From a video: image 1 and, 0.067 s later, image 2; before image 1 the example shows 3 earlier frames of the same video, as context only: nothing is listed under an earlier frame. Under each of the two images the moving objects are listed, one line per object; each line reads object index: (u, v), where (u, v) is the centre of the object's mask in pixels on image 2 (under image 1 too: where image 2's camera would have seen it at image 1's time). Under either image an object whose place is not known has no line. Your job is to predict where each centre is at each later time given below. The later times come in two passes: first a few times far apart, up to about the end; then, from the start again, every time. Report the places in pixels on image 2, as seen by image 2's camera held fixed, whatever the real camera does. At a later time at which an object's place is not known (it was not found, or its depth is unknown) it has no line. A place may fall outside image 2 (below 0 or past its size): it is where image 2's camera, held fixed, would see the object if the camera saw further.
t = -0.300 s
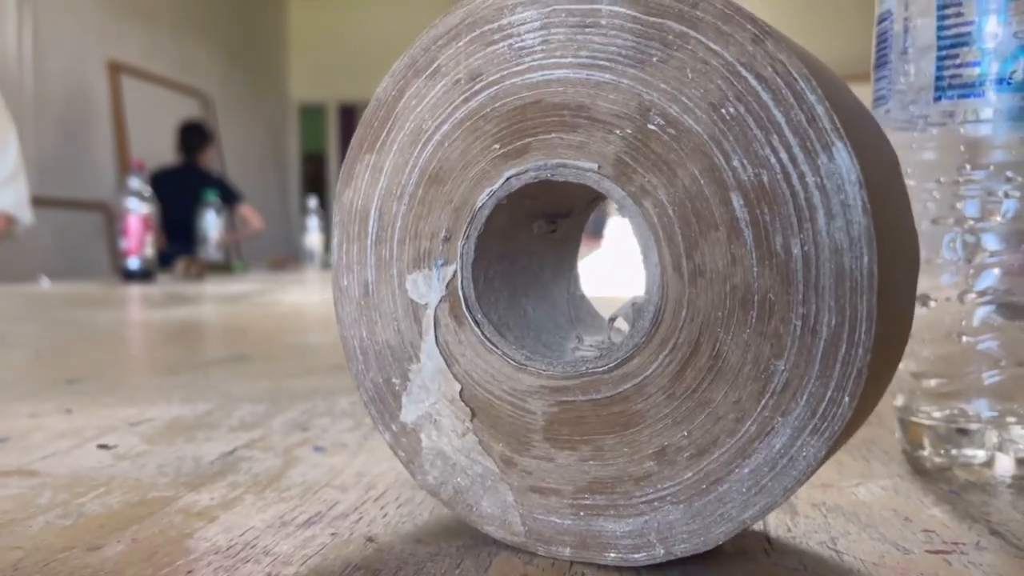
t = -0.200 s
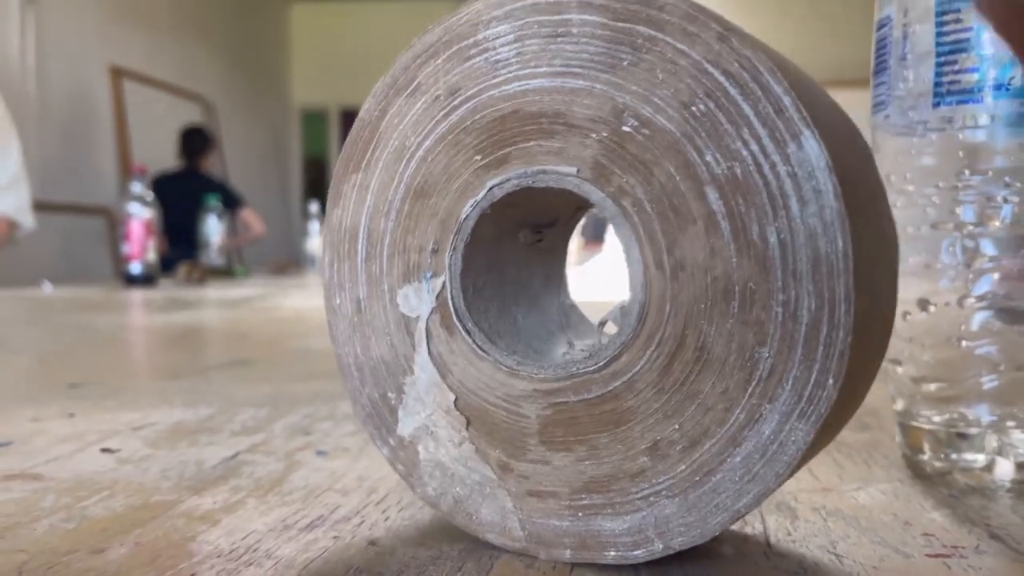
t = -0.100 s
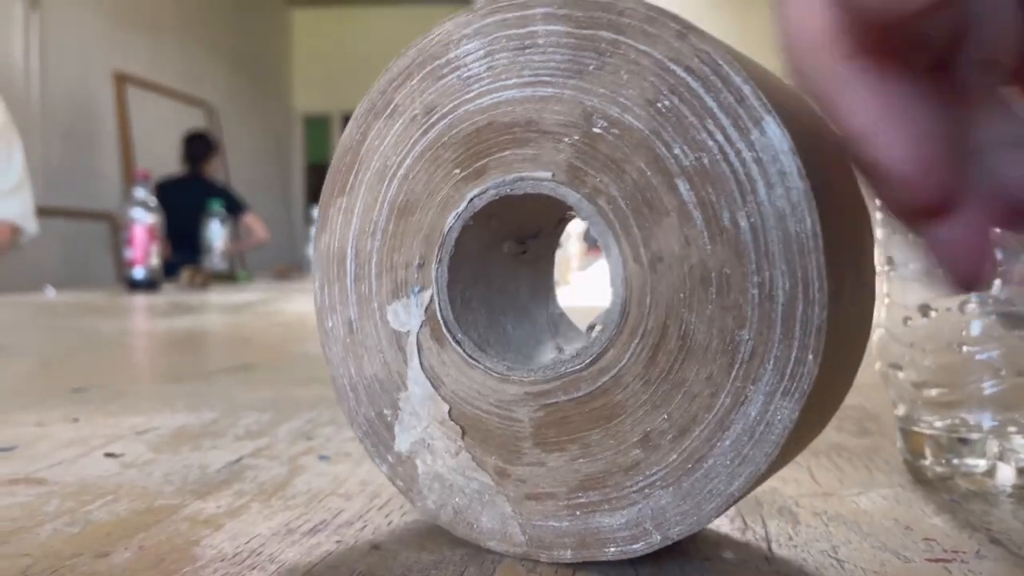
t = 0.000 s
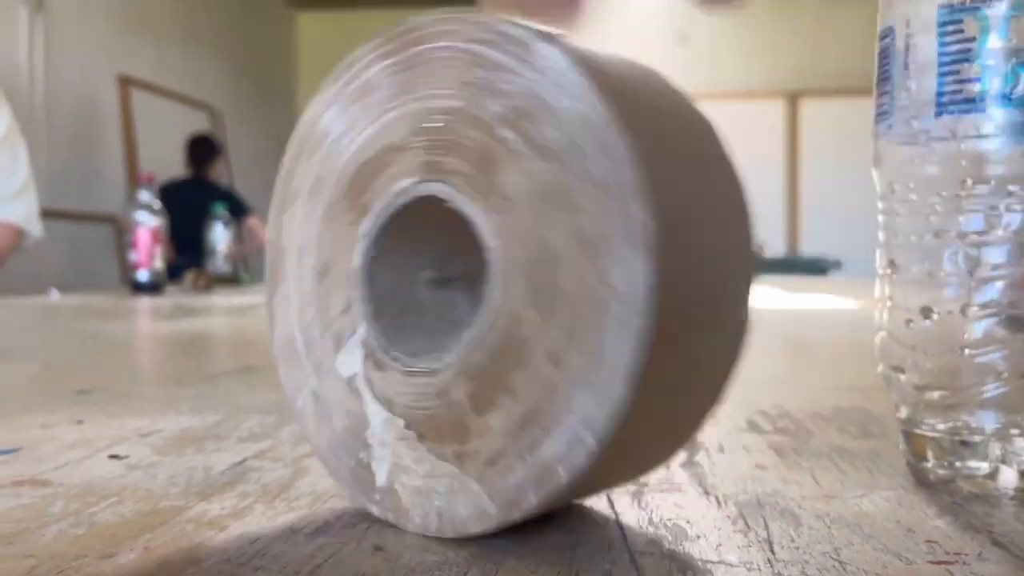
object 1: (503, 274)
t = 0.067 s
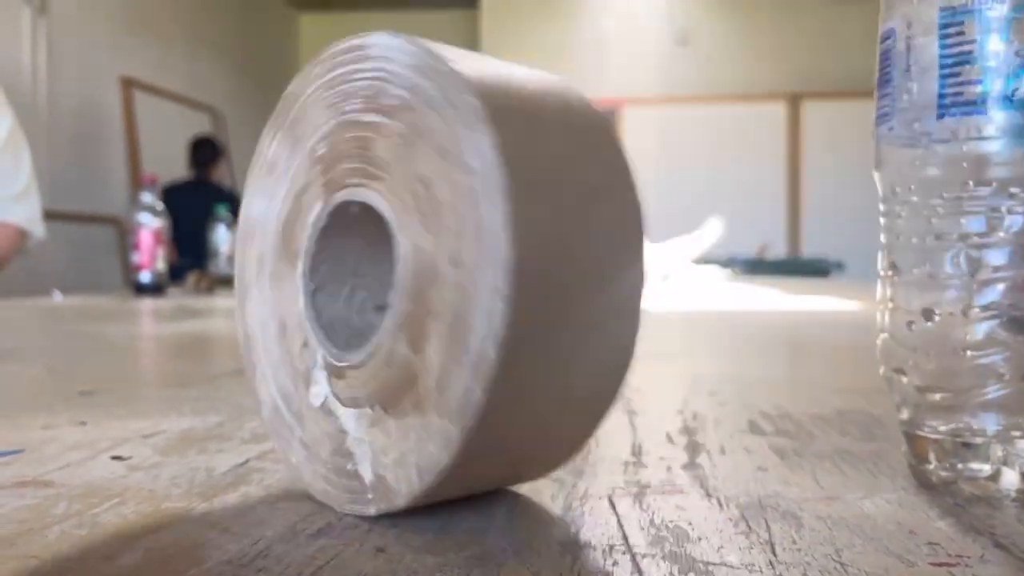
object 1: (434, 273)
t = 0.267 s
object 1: (289, 273)
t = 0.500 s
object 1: (194, 271)
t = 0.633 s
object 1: (156, 269)
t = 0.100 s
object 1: (406, 273)
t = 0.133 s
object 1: (375, 272)
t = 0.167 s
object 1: (351, 272)
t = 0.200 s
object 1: (329, 271)
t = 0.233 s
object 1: (307, 272)
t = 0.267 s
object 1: (289, 273)
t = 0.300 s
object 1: (271, 273)
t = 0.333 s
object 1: (255, 273)
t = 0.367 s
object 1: (240, 274)
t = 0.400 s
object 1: (227, 272)
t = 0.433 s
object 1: (214, 272)
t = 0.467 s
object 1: (206, 271)
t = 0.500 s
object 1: (194, 271)
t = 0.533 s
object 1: (180, 269)
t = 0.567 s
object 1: (172, 269)
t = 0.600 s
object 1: (164, 269)
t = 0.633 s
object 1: (156, 269)
